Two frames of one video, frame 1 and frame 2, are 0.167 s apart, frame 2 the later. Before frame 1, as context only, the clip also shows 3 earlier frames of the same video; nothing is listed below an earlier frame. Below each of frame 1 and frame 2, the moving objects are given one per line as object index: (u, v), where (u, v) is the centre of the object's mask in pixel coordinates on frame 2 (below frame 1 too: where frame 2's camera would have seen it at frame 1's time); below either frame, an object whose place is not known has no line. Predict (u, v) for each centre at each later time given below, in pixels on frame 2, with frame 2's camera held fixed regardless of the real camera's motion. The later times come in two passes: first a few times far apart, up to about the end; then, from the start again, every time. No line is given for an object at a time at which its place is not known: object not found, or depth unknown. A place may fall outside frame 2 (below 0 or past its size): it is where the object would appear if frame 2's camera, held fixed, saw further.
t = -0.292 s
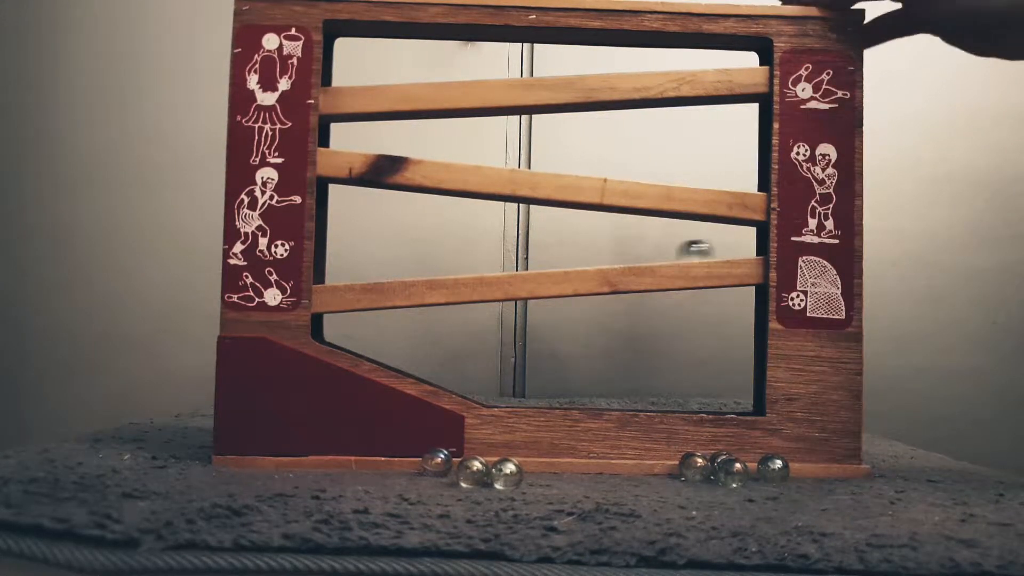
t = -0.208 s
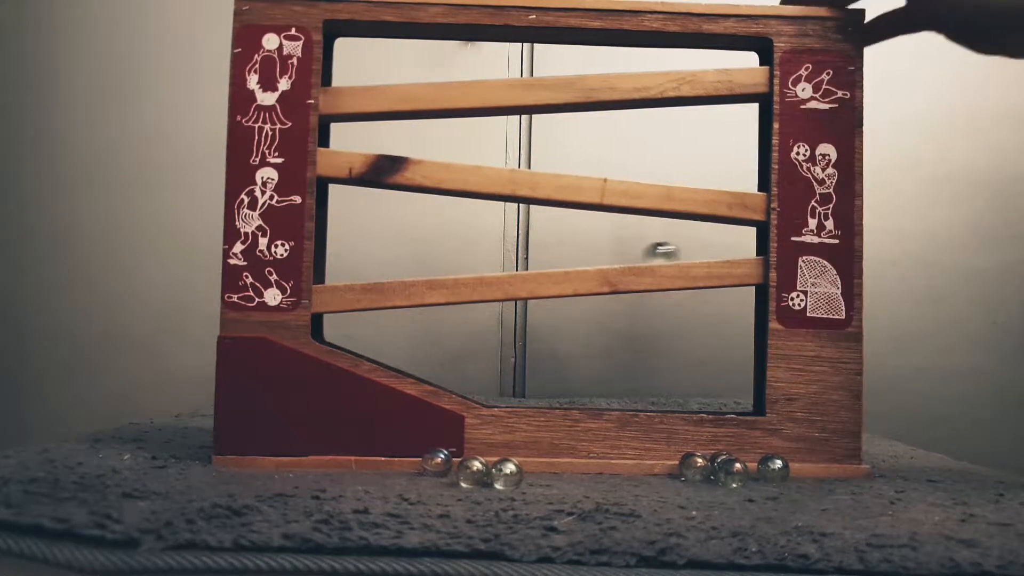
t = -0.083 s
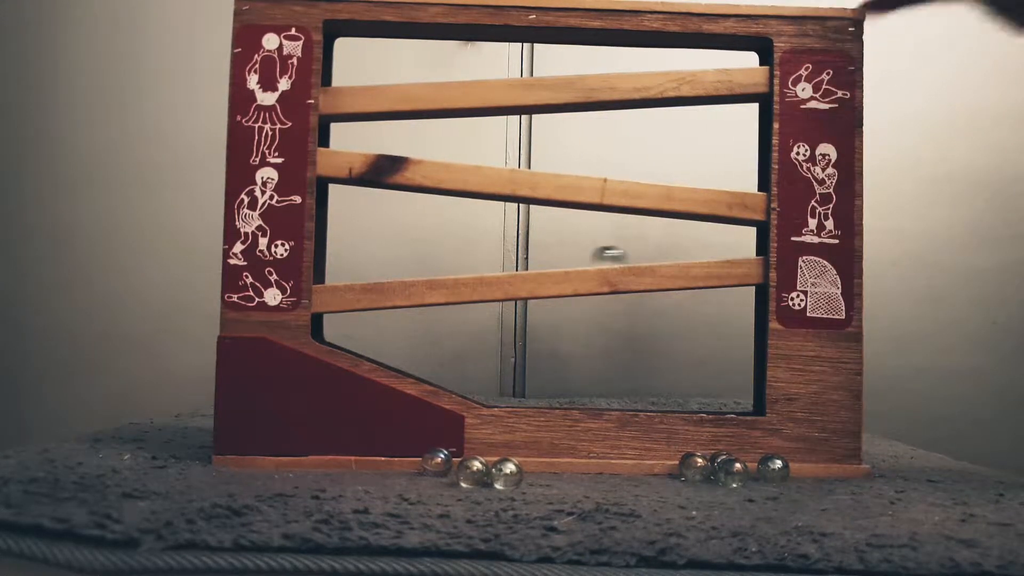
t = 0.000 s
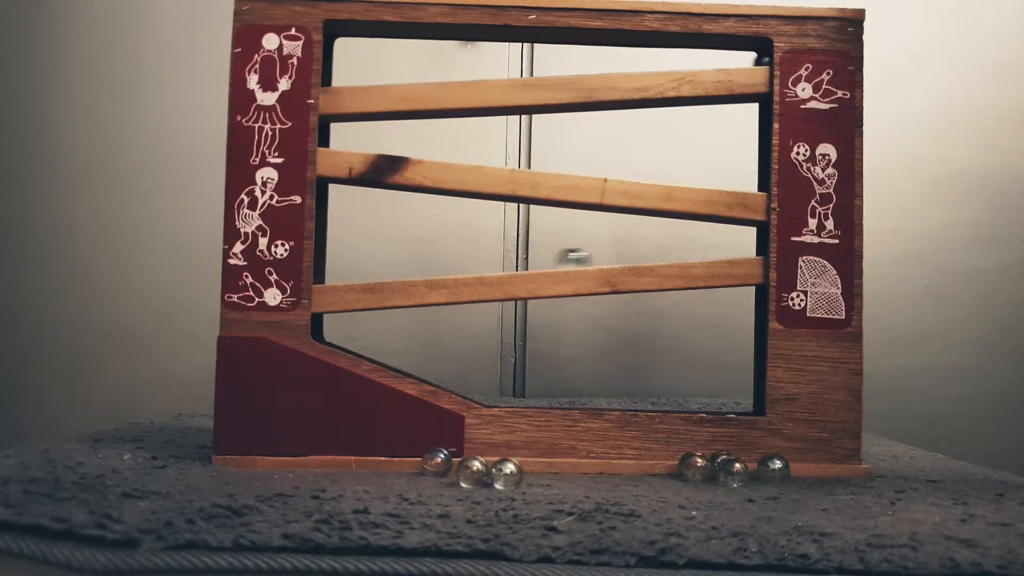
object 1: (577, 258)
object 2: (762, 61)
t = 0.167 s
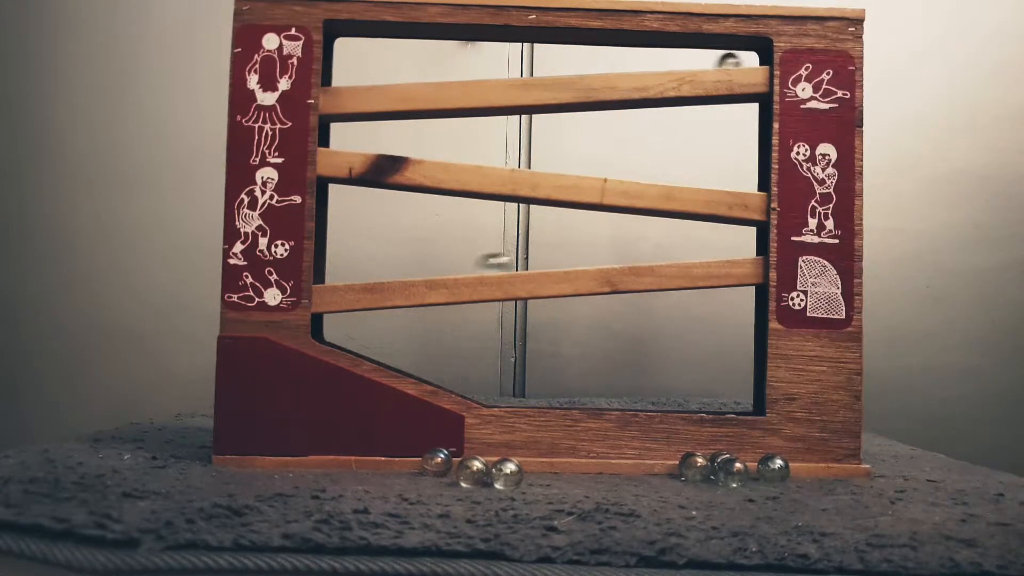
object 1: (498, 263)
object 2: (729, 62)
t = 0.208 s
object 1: (475, 264)
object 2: (718, 62)
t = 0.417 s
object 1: (365, 271)
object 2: (647, 64)
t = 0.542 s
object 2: (593, 67)
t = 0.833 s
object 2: (431, 74)
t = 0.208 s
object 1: (475, 264)
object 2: (718, 62)
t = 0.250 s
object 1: (455, 265)
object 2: (704, 62)
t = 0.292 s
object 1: (434, 266)
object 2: (691, 62)
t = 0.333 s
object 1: (411, 268)
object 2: (678, 63)
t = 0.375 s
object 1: (389, 270)
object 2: (663, 64)
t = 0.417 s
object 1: (365, 271)
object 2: (647, 64)
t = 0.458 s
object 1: (341, 273)
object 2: (631, 65)
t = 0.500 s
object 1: (324, 276)
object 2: (612, 66)
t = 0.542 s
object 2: (593, 67)
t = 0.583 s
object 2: (573, 68)
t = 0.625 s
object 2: (553, 69)
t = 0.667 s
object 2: (533, 69)
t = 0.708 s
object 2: (505, 70)
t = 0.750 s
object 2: (481, 72)
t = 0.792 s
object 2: (457, 73)
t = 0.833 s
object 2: (431, 74)
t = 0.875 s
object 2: (402, 75)
